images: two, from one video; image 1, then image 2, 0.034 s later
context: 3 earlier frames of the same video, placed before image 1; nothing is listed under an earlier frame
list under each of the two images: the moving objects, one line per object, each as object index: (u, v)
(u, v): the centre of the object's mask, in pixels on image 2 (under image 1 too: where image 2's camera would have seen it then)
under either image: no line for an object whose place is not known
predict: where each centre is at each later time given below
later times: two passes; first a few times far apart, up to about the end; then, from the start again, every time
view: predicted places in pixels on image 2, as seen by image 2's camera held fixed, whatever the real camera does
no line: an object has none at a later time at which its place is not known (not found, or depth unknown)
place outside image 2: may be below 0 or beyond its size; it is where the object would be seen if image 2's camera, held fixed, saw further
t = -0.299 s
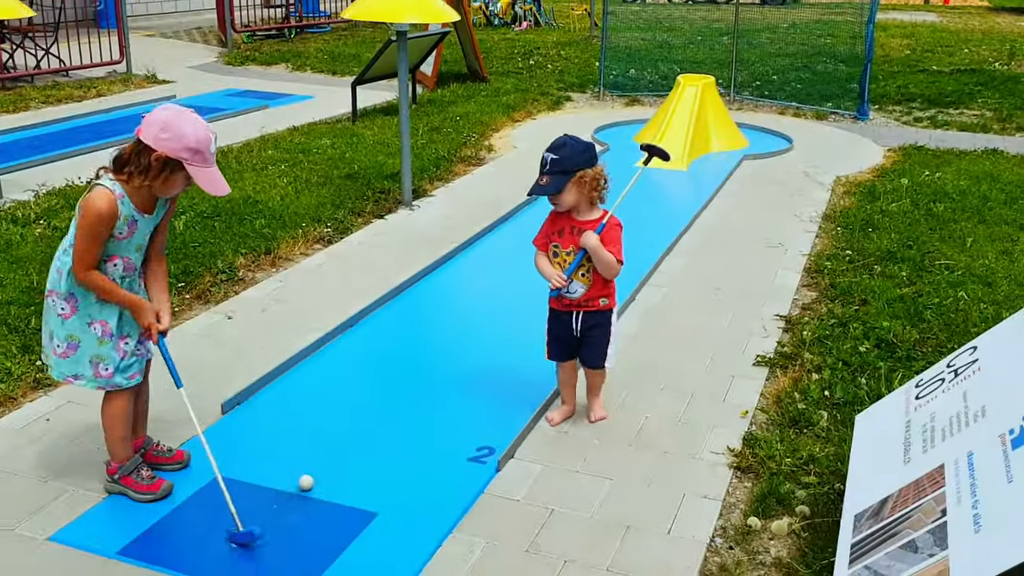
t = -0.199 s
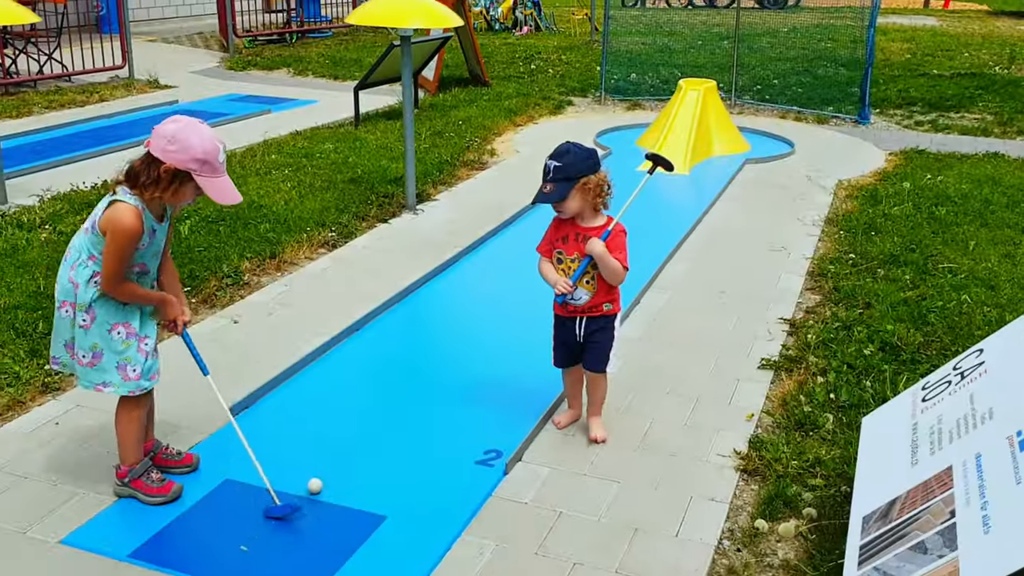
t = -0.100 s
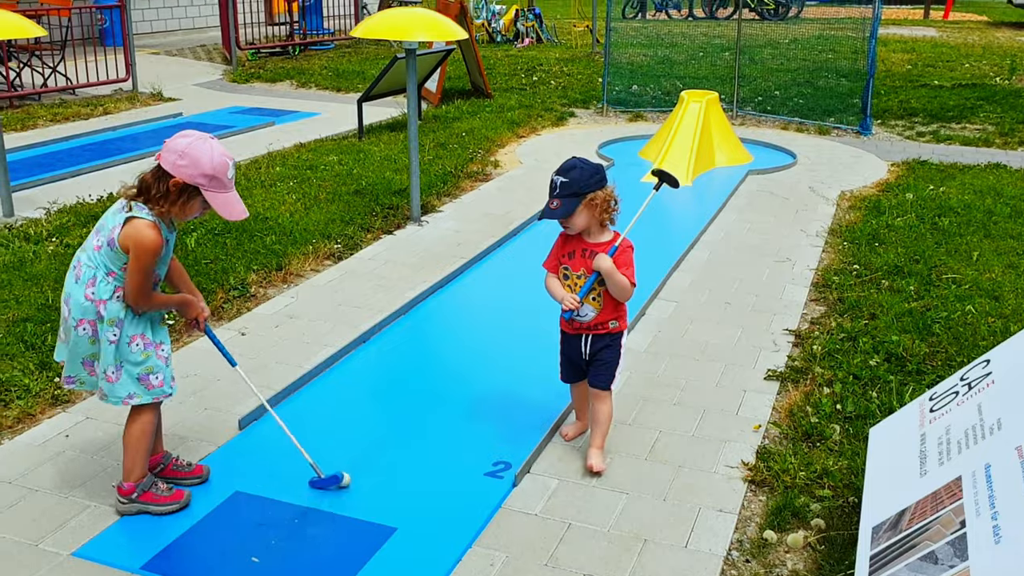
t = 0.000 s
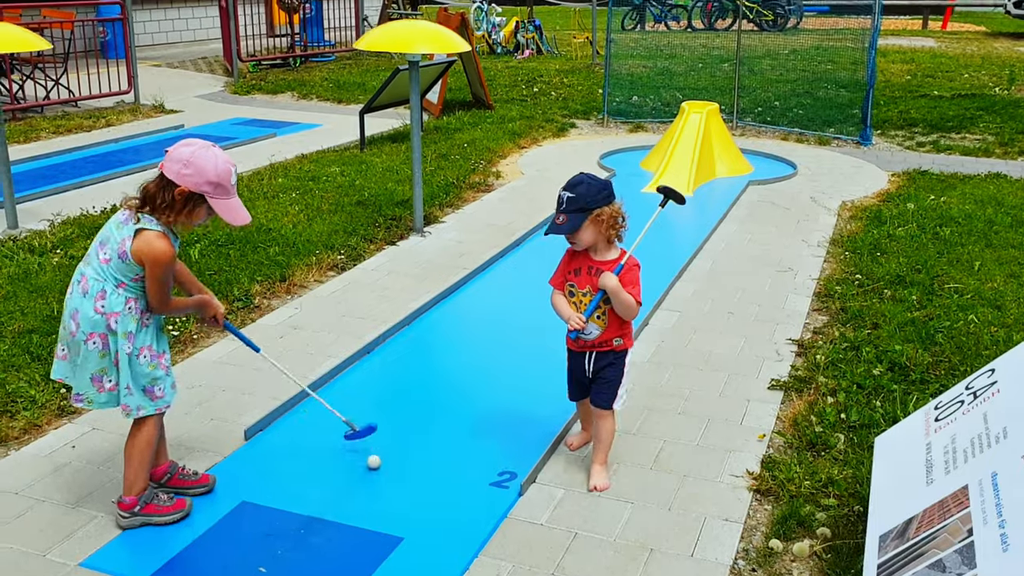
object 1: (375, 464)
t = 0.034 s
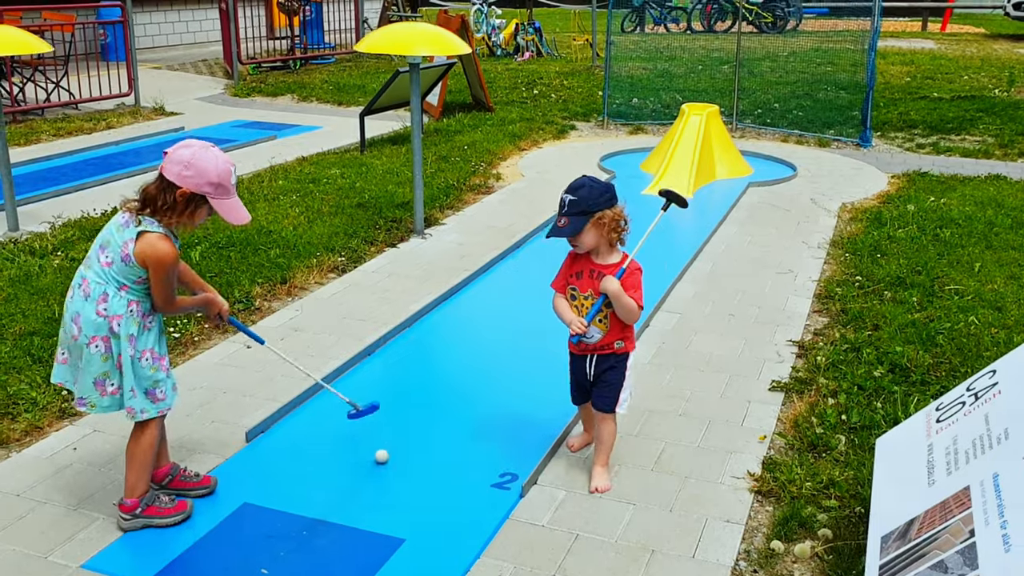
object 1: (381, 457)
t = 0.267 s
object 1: (420, 410)
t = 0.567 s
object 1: (462, 364)
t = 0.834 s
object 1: (493, 333)
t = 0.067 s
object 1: (387, 449)
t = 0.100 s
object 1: (393, 442)
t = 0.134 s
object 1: (399, 435)
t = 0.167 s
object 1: (404, 428)
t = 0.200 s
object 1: (410, 422)
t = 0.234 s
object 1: (415, 416)
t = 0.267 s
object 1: (420, 410)
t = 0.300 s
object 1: (425, 404)
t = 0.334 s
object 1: (430, 399)
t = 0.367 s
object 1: (435, 393)
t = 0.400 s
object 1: (440, 388)
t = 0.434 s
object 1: (445, 382)
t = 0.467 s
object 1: (449, 378)
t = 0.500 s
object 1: (454, 373)
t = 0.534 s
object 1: (458, 368)
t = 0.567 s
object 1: (462, 364)
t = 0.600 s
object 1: (466, 360)
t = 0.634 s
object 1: (470, 355)
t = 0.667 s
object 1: (474, 351)
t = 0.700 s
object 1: (478, 348)
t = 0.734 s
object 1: (481, 343)
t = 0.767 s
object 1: (485, 340)
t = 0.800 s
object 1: (489, 336)
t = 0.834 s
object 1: (493, 333)
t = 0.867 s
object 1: (496, 329)
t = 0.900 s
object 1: (500, 326)
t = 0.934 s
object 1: (503, 323)
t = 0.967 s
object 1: (507, 320)
